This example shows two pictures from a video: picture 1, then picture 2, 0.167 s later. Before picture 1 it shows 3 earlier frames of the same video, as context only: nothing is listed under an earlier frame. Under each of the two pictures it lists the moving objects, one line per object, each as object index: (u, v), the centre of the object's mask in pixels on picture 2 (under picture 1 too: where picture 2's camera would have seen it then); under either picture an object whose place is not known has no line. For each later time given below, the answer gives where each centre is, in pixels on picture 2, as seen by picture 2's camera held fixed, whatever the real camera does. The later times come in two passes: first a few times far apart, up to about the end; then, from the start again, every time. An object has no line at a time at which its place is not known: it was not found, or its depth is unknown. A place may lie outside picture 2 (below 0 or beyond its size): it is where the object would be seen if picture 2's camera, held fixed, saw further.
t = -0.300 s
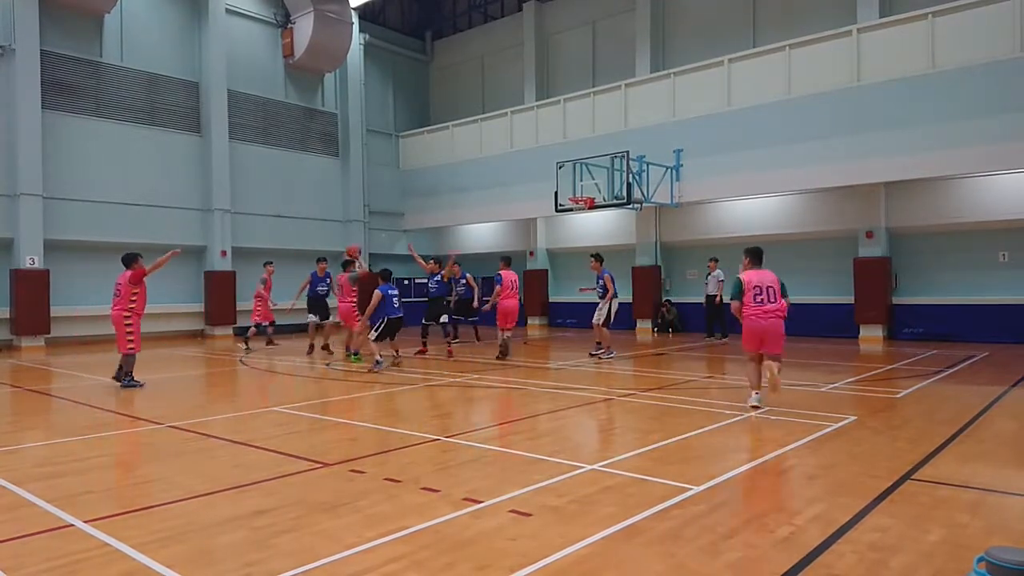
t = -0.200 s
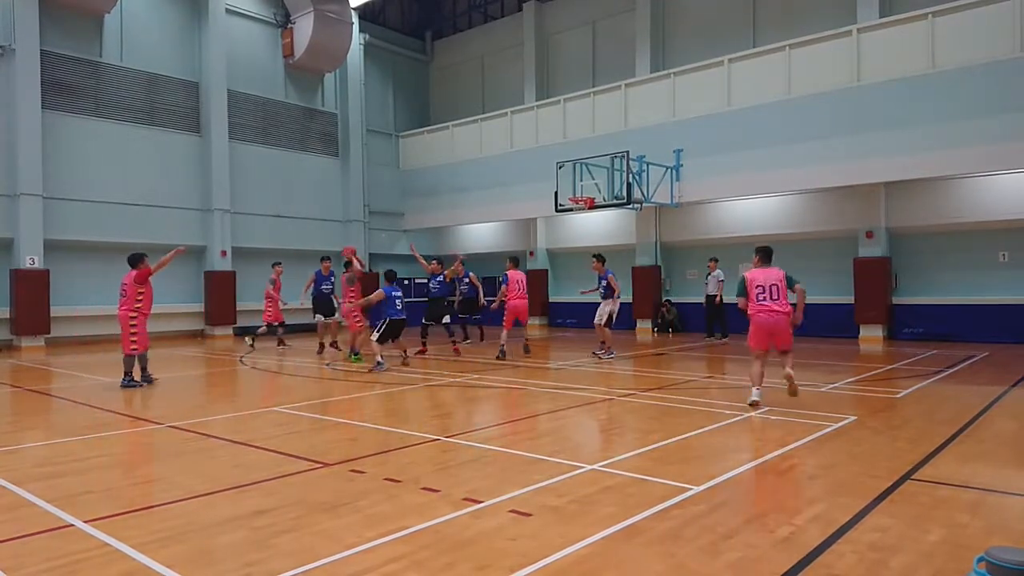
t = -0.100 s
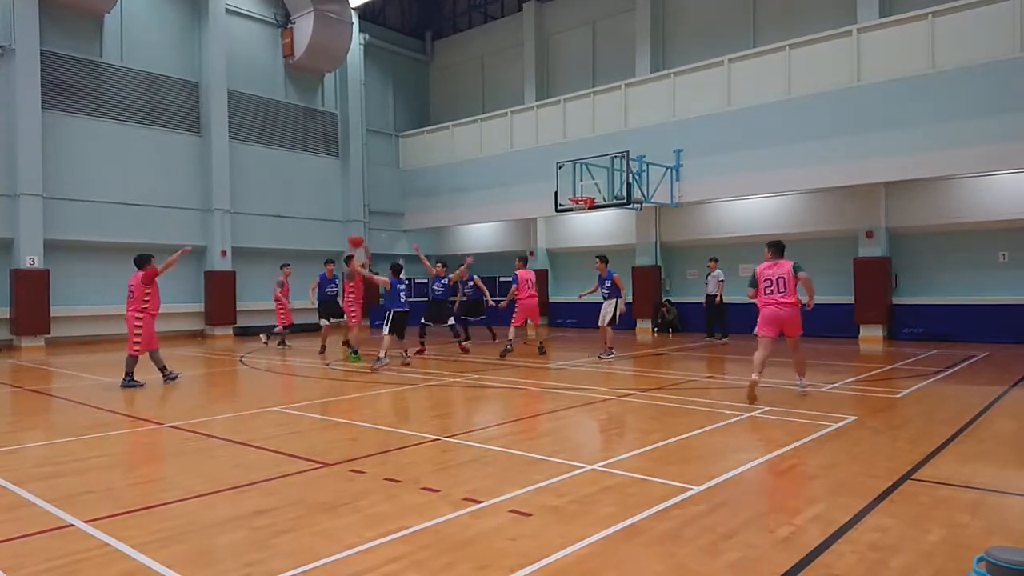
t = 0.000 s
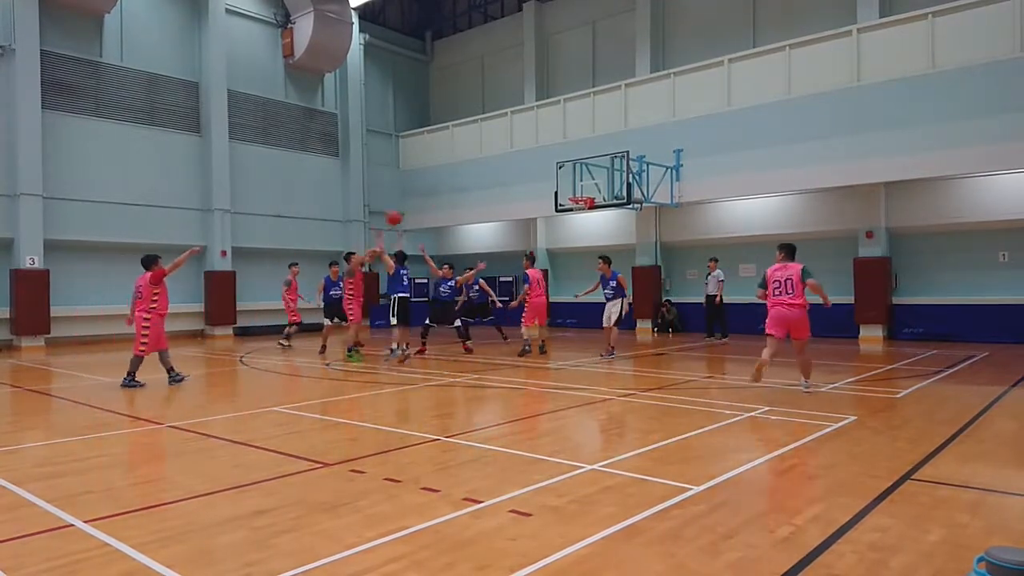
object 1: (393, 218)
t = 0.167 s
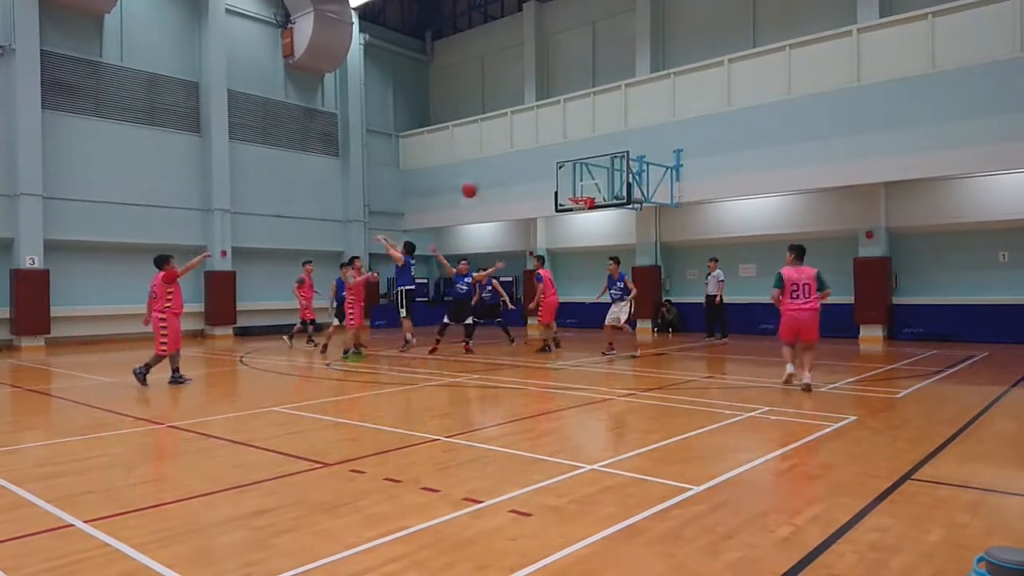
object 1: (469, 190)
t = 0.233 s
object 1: (502, 183)
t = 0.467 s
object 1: (630, 181)
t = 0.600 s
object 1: (718, 197)
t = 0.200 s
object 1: (485, 187)
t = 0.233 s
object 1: (502, 183)
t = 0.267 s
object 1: (519, 181)
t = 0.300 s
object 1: (536, 179)
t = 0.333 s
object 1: (553, 178)
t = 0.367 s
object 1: (572, 177)
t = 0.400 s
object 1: (591, 177)
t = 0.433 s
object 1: (610, 178)
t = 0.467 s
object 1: (630, 181)
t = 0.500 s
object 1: (651, 183)
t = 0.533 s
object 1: (673, 188)
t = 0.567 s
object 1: (695, 192)
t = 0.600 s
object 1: (718, 197)
